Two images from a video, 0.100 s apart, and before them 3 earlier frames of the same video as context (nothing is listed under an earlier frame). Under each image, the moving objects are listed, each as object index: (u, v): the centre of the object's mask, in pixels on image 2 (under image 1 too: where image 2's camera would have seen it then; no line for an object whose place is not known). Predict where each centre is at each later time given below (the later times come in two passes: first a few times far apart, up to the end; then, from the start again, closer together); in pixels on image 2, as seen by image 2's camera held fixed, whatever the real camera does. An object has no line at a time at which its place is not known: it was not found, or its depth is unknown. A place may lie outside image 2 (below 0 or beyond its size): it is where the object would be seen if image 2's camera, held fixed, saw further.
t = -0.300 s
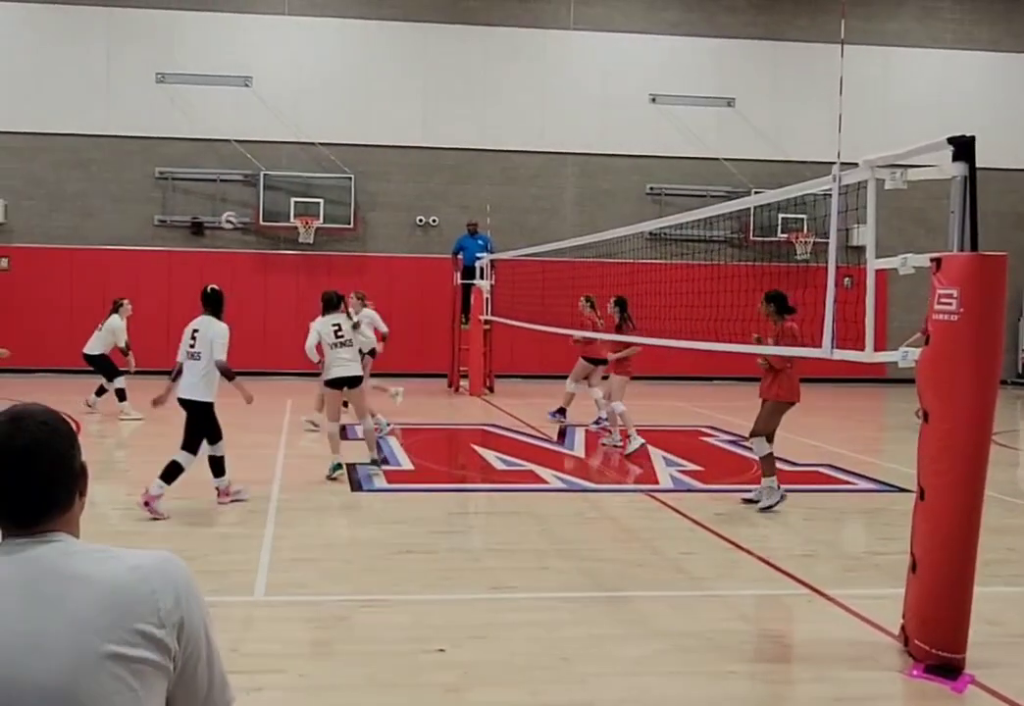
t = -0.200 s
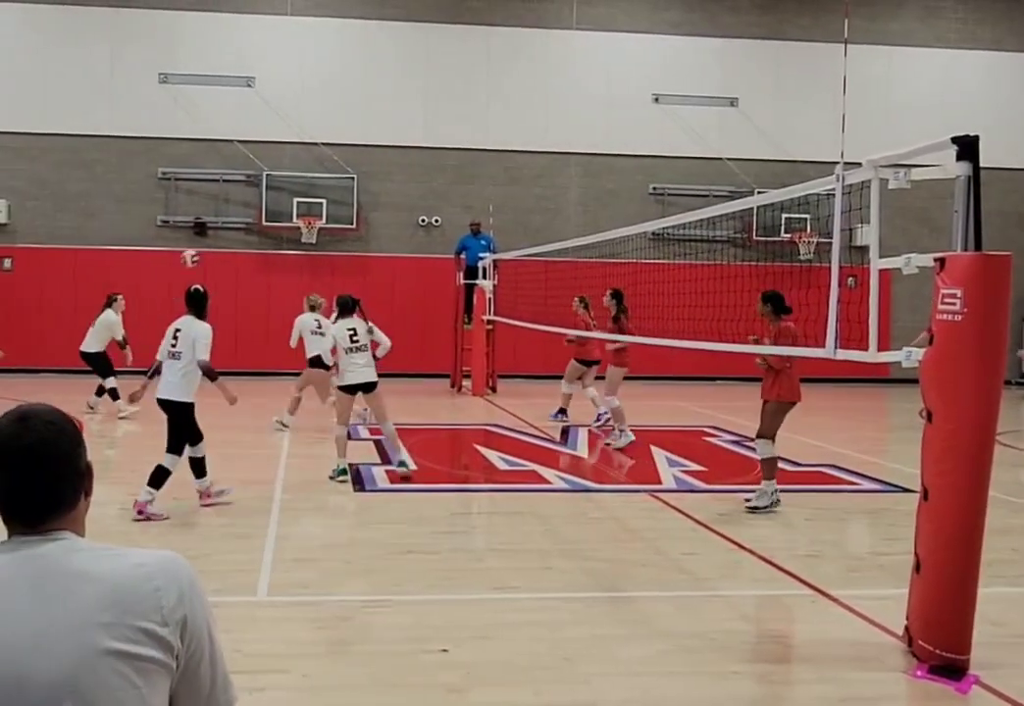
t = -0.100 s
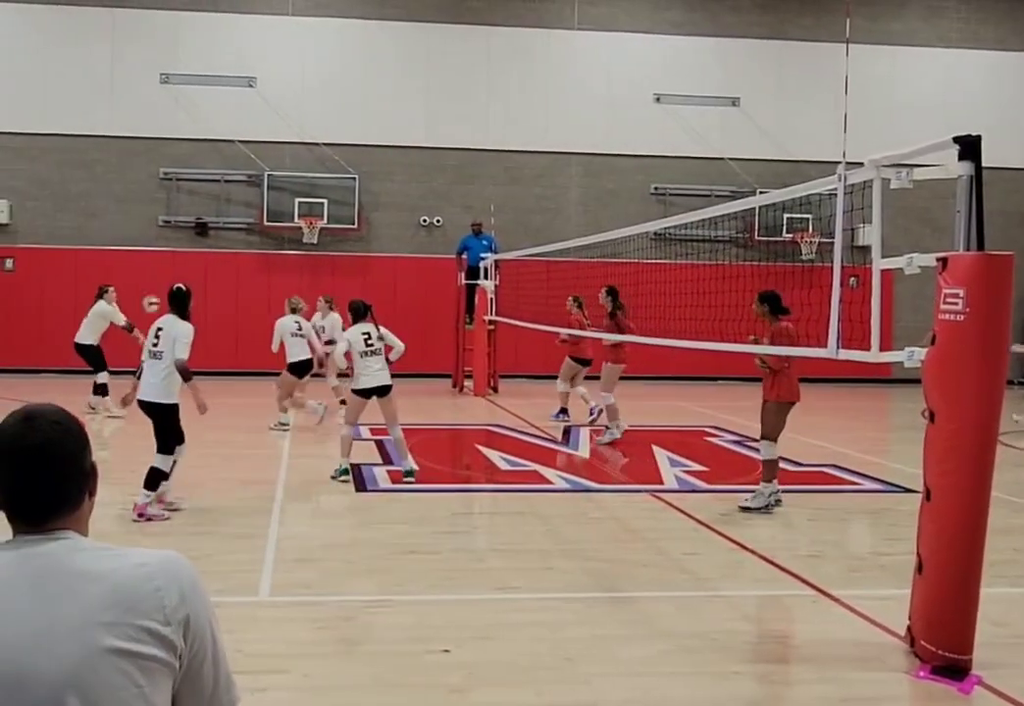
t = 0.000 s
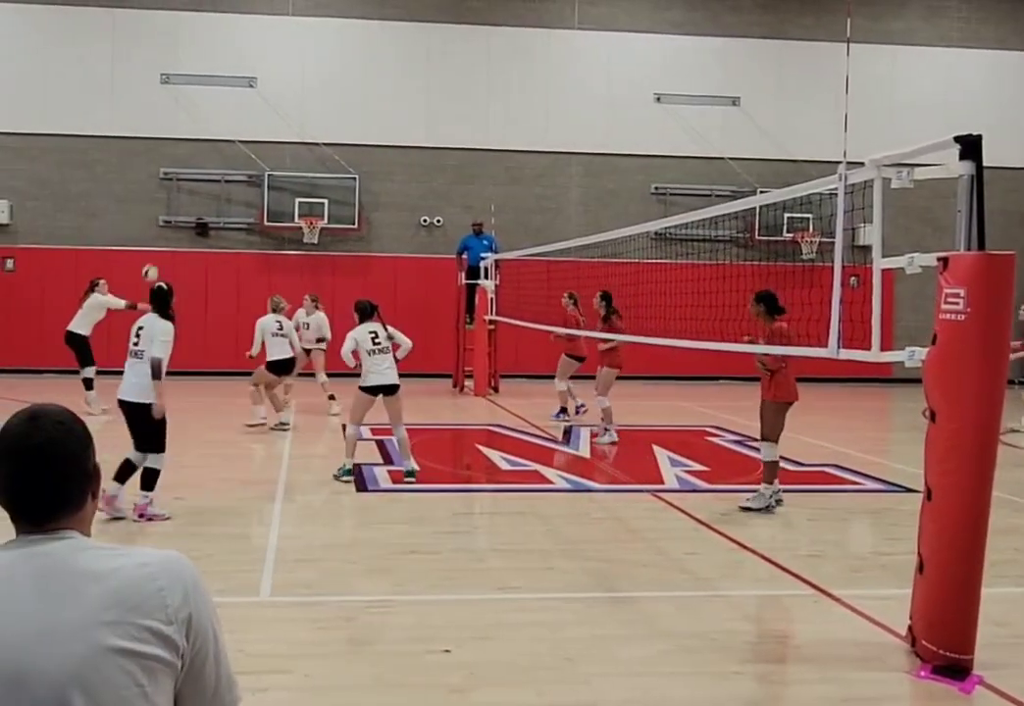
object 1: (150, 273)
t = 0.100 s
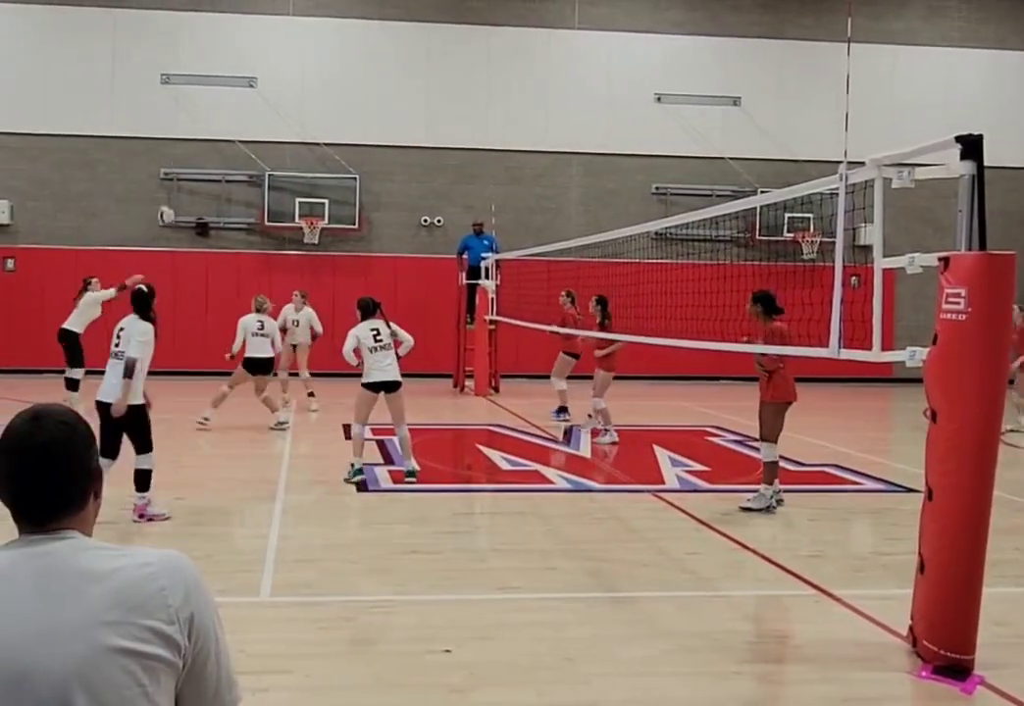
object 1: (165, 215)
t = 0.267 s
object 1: (190, 135)
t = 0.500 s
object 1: (224, 56)
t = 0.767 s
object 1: (261, 18)
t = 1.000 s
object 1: (294, 34)
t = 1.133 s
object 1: (313, 66)
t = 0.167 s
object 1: (176, 180)
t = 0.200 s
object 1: (181, 163)
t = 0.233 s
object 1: (186, 148)
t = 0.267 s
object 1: (190, 135)
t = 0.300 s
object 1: (195, 121)
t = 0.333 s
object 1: (200, 108)
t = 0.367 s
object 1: (204, 97)
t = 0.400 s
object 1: (210, 85)
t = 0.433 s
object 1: (213, 74)
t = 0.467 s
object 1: (219, 65)
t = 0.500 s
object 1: (224, 56)
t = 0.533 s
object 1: (228, 48)
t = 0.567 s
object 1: (233, 41)
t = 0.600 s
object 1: (237, 35)
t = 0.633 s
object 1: (242, 30)
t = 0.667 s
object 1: (247, 26)
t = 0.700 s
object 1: (251, 21)
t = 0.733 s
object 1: (256, 19)
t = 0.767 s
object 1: (261, 18)
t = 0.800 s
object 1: (266, 17)
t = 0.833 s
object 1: (271, 17)
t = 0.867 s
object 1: (276, 19)
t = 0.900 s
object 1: (280, 21)
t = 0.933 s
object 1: (285, 25)
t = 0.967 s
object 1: (290, 29)
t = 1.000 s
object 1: (294, 34)
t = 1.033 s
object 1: (299, 40)
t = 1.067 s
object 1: (304, 48)
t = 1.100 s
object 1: (309, 56)
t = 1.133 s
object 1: (313, 66)
